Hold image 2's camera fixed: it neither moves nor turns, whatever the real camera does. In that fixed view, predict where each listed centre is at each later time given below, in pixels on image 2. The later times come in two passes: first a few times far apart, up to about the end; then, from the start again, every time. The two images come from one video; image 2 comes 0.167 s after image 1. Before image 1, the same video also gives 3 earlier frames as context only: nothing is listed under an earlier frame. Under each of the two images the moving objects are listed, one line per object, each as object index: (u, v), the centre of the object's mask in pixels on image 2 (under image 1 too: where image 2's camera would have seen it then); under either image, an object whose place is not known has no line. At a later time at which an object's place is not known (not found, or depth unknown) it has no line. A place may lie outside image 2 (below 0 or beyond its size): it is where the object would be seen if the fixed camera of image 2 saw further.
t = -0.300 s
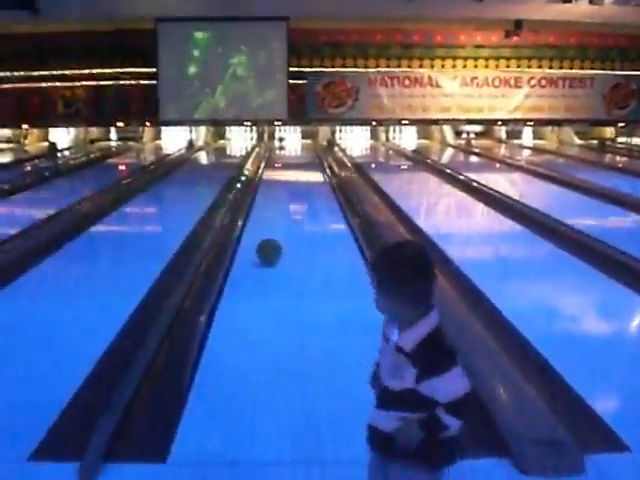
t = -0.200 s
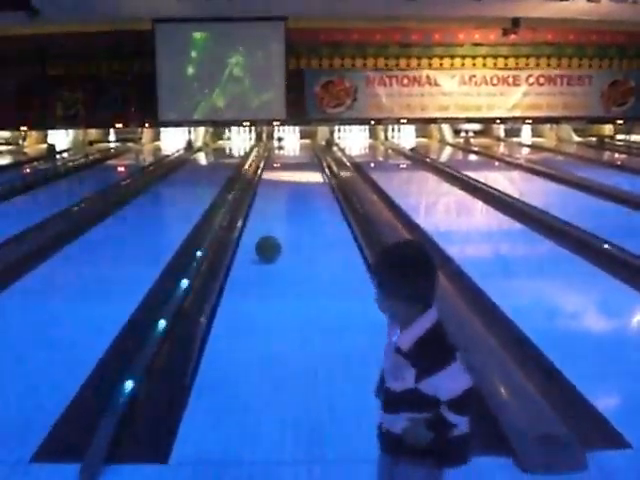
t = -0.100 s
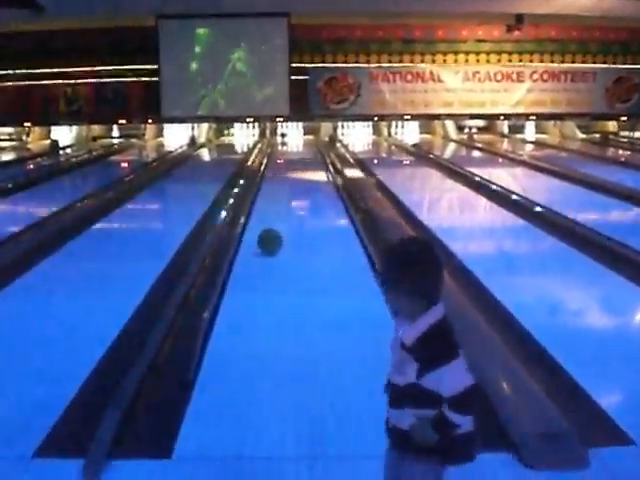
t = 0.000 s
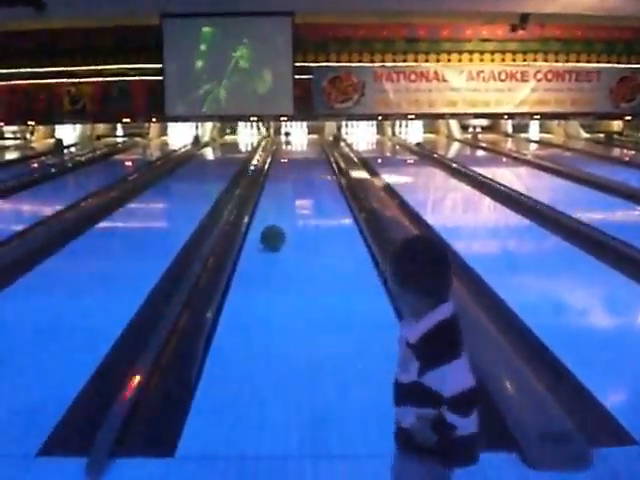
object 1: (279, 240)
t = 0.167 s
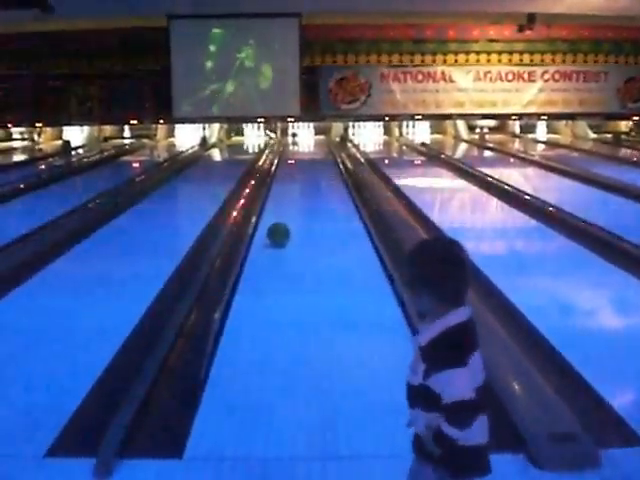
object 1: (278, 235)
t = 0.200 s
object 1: (278, 234)
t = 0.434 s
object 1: (276, 228)
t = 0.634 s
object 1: (275, 224)
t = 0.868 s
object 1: (274, 218)
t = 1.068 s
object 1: (273, 215)
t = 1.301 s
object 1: (273, 210)
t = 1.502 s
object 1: (272, 206)
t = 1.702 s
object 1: (272, 204)
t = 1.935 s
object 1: (272, 200)
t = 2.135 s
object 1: (273, 197)
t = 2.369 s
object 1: (275, 194)
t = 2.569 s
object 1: (277, 191)
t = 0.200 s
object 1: (278, 234)
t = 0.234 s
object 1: (277, 233)
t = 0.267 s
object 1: (277, 232)
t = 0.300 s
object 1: (277, 231)
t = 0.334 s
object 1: (277, 230)
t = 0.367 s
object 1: (277, 229)
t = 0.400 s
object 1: (276, 228)
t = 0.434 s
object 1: (276, 228)
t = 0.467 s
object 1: (276, 227)
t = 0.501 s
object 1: (276, 226)
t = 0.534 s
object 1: (276, 226)
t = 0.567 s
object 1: (276, 225)
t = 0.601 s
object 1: (276, 224)
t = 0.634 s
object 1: (275, 224)
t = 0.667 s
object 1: (275, 223)
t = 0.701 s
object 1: (275, 222)
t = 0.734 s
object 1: (275, 221)
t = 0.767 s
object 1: (274, 220)
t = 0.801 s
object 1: (274, 220)
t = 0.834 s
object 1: (274, 219)
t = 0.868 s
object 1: (274, 218)
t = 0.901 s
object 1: (274, 218)
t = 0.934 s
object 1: (274, 217)
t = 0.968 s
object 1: (274, 216)
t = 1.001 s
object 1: (274, 215)
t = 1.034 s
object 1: (273, 215)
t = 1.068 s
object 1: (273, 215)
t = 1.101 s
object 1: (273, 214)
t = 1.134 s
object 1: (273, 213)
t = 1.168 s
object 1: (273, 212)
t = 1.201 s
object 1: (273, 212)
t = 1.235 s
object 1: (273, 211)
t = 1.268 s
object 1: (273, 211)
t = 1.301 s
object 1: (273, 210)
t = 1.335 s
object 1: (272, 210)
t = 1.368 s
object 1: (272, 209)
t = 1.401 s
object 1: (273, 209)
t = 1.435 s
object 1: (273, 208)
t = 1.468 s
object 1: (272, 207)
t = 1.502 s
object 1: (272, 206)
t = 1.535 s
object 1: (272, 206)
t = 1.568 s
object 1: (272, 206)
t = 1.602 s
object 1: (272, 205)
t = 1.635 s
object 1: (272, 204)
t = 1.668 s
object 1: (272, 204)
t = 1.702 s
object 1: (272, 204)
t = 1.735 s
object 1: (273, 204)
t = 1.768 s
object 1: (272, 203)
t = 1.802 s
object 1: (272, 203)
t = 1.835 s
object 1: (272, 202)
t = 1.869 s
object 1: (272, 201)
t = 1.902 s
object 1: (272, 201)
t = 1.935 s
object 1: (272, 200)
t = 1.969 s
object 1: (272, 200)
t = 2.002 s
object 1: (273, 199)
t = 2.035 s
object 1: (273, 199)
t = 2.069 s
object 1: (273, 198)
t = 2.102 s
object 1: (273, 197)
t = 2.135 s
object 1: (273, 197)
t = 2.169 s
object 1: (273, 196)
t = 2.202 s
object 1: (273, 196)
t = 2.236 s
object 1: (274, 195)
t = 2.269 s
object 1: (274, 195)
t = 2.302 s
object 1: (275, 195)
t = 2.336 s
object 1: (275, 194)
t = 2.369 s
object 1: (275, 194)
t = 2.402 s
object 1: (276, 194)
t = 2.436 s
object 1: (275, 193)
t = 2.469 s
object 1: (276, 193)
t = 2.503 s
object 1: (277, 192)
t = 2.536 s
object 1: (277, 192)
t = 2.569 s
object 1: (277, 191)
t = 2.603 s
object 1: (277, 190)
